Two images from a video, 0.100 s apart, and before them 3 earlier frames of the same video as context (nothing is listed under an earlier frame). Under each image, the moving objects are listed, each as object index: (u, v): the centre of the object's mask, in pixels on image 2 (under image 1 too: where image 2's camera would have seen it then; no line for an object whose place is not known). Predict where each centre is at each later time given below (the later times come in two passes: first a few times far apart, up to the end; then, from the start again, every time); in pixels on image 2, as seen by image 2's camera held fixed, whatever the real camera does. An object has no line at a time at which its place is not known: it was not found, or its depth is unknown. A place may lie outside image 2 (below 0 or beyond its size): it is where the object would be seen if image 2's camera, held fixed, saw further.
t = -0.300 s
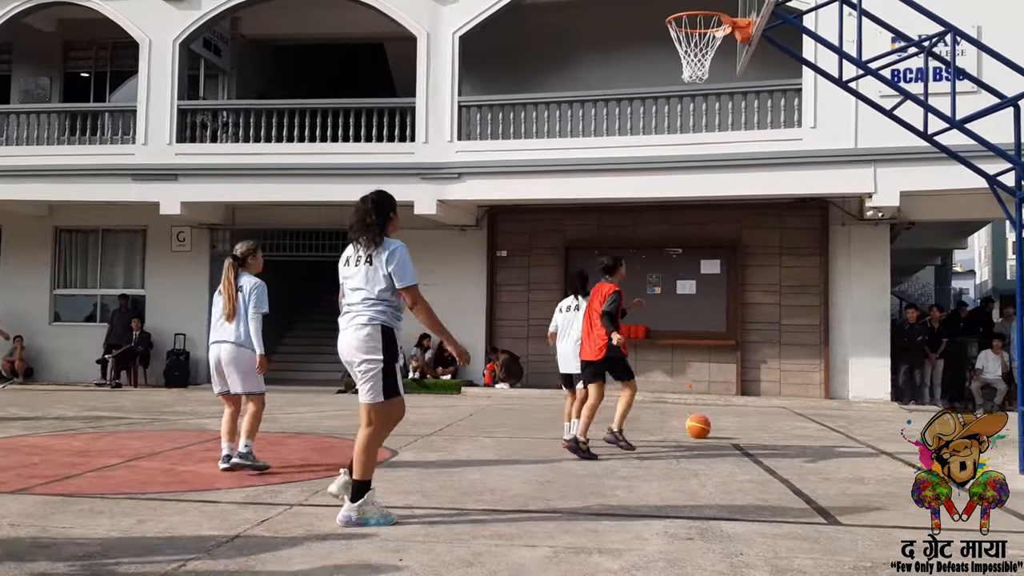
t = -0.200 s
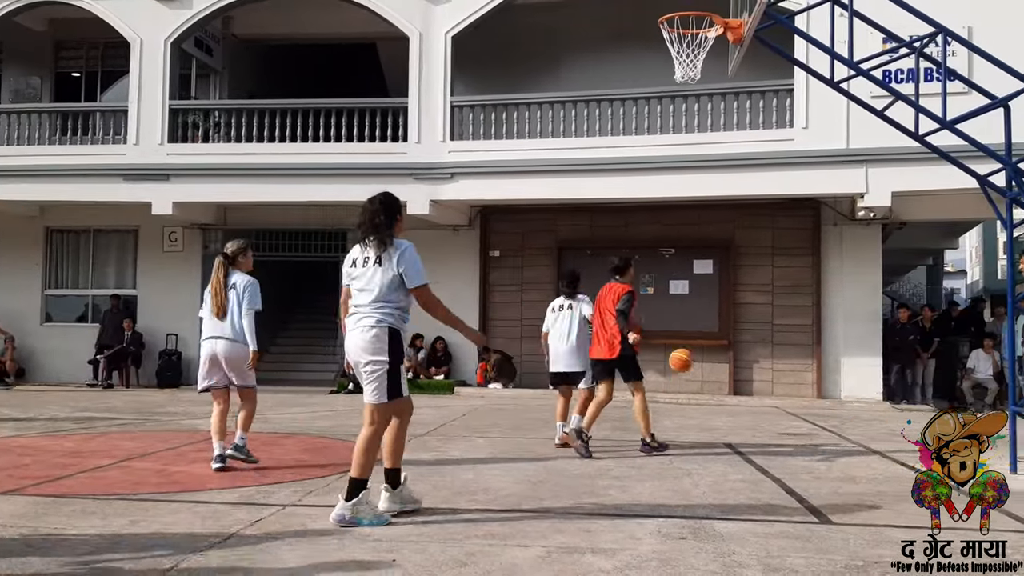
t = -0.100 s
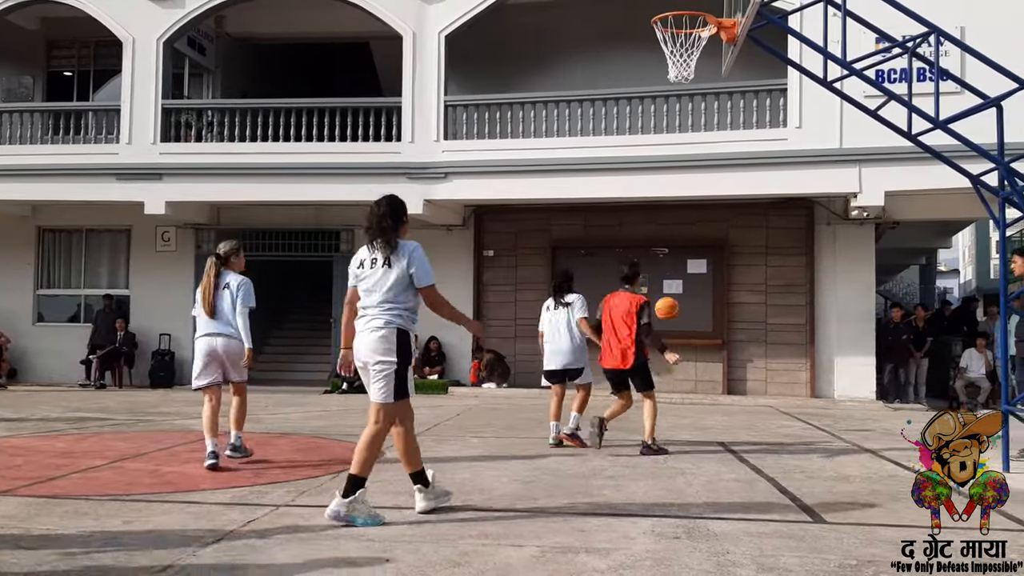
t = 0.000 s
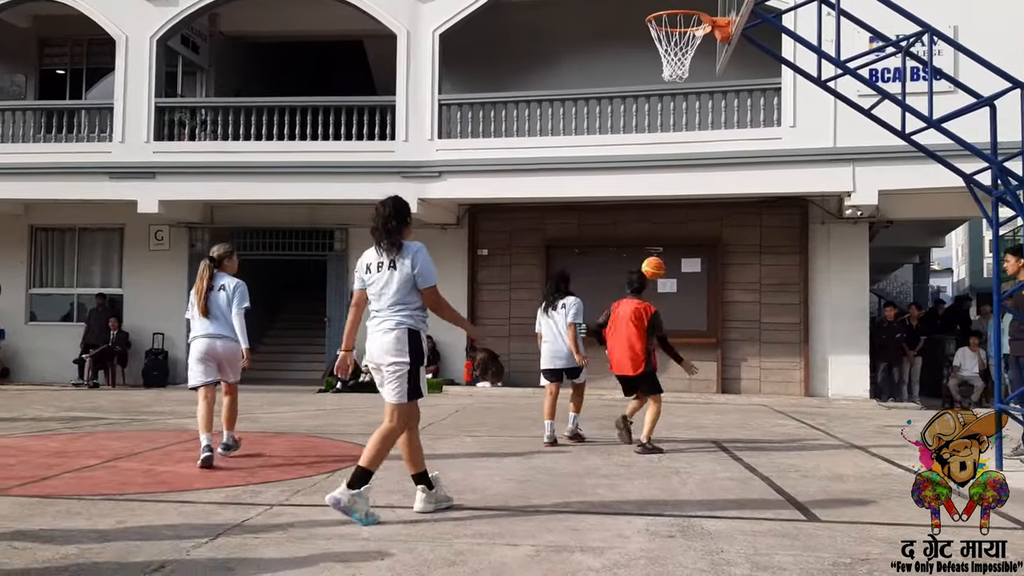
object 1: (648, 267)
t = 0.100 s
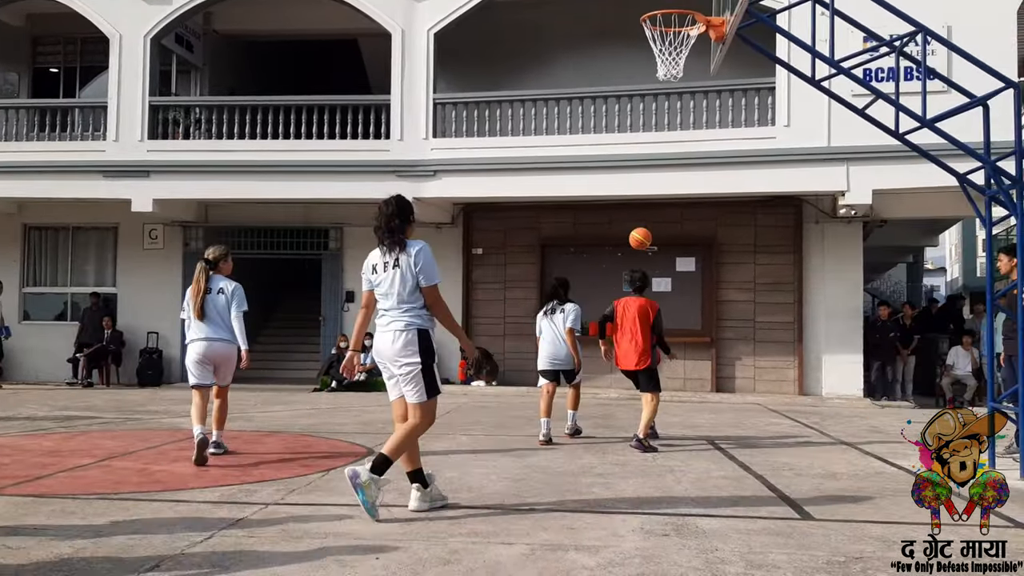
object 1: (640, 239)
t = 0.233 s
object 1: (631, 217)
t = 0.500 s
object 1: (614, 220)
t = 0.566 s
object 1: (611, 229)
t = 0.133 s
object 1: (638, 231)
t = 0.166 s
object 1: (635, 226)
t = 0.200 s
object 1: (633, 221)
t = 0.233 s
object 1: (631, 217)
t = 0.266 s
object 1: (629, 214)
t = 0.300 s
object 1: (626, 212)
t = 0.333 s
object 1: (624, 211)
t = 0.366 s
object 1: (622, 211)
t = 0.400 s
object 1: (620, 212)
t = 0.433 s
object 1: (618, 213)
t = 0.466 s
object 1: (616, 216)
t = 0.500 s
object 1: (614, 220)
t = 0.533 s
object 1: (612, 224)
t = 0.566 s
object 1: (611, 229)
